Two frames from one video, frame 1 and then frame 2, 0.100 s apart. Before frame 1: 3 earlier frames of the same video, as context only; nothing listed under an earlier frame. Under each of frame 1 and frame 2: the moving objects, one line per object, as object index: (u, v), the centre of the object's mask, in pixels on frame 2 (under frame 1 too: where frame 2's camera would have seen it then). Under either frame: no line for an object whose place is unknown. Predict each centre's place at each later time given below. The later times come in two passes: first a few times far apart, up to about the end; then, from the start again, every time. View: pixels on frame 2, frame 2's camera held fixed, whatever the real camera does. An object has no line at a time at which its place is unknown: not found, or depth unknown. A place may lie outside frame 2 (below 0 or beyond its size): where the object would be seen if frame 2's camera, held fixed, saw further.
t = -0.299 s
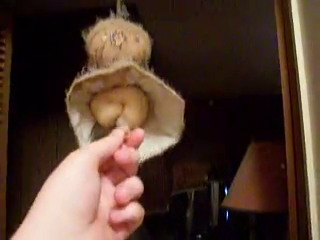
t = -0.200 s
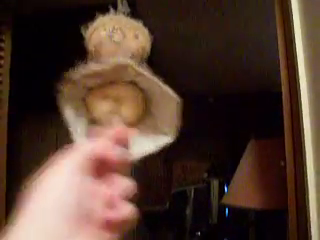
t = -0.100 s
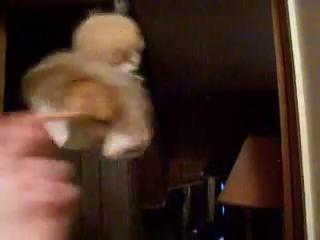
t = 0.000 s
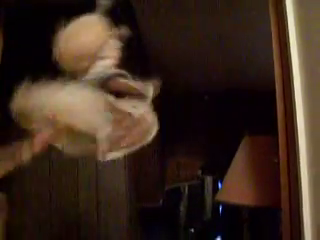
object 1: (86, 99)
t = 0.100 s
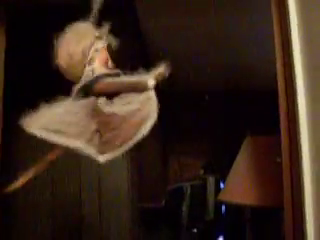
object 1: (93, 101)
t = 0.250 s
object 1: (102, 102)
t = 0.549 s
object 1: (123, 102)
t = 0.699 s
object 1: (132, 105)
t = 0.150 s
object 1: (97, 102)
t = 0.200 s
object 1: (99, 104)
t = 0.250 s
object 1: (102, 102)
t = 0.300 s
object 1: (103, 101)
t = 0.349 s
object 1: (107, 98)
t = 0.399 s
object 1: (113, 100)
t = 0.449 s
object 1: (116, 102)
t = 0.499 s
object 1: (120, 102)
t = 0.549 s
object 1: (123, 102)
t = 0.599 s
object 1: (130, 105)
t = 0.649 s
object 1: (131, 105)
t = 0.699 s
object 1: (132, 105)
